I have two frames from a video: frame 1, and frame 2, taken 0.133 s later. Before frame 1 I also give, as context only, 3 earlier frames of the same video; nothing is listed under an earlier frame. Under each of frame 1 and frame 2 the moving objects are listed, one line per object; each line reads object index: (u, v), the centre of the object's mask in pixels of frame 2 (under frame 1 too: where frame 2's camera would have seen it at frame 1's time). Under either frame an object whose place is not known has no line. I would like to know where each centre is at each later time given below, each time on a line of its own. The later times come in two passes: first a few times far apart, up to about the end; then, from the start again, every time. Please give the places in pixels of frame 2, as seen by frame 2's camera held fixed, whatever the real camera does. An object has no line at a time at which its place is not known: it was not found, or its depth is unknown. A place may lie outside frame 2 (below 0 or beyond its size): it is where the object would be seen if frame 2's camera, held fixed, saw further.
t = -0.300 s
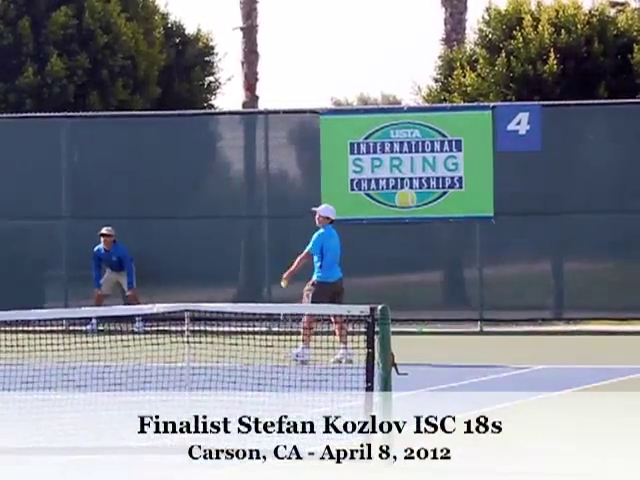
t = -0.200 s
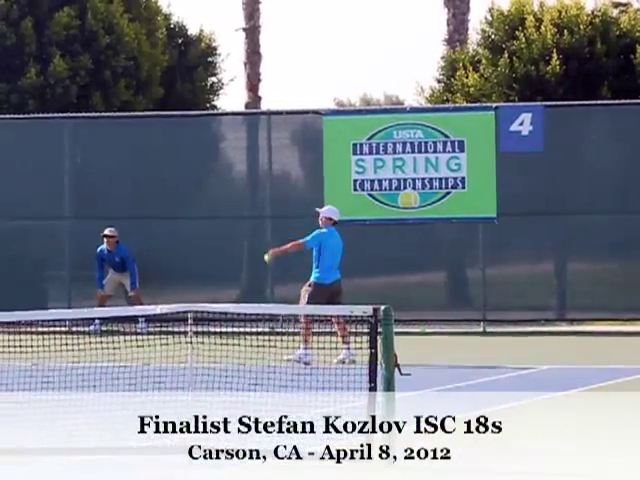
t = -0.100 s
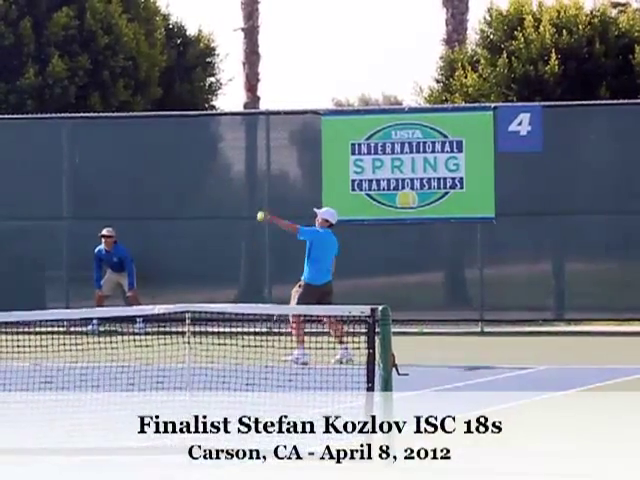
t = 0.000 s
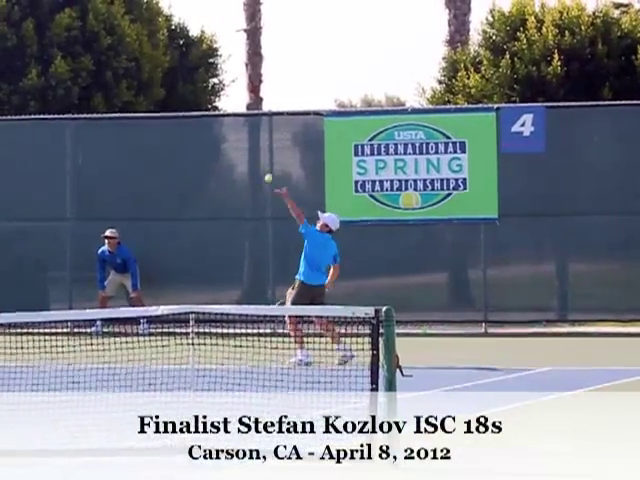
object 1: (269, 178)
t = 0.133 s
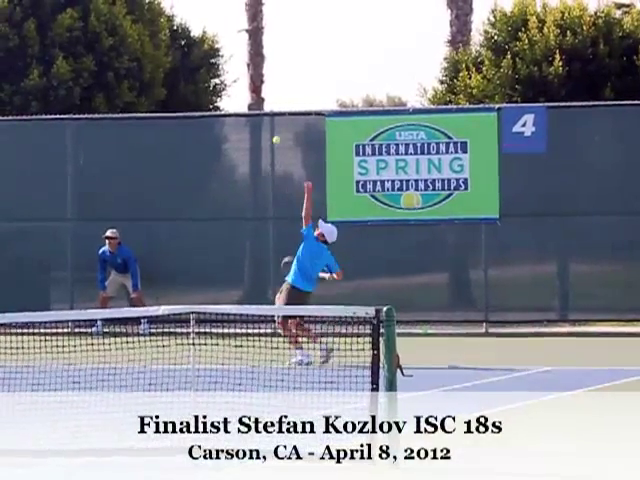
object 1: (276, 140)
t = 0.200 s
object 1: (279, 126)
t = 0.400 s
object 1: (289, 113)
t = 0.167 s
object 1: (277, 132)
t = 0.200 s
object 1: (279, 126)
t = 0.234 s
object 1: (281, 122)
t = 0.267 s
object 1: (282, 118)
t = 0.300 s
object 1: (285, 114)
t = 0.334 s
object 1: (286, 113)
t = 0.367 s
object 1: (288, 113)
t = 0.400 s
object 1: (289, 113)
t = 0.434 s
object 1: (291, 113)
